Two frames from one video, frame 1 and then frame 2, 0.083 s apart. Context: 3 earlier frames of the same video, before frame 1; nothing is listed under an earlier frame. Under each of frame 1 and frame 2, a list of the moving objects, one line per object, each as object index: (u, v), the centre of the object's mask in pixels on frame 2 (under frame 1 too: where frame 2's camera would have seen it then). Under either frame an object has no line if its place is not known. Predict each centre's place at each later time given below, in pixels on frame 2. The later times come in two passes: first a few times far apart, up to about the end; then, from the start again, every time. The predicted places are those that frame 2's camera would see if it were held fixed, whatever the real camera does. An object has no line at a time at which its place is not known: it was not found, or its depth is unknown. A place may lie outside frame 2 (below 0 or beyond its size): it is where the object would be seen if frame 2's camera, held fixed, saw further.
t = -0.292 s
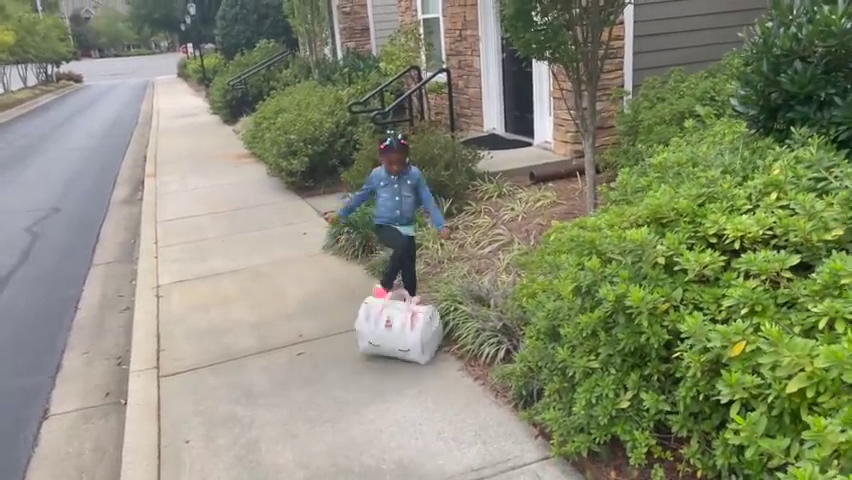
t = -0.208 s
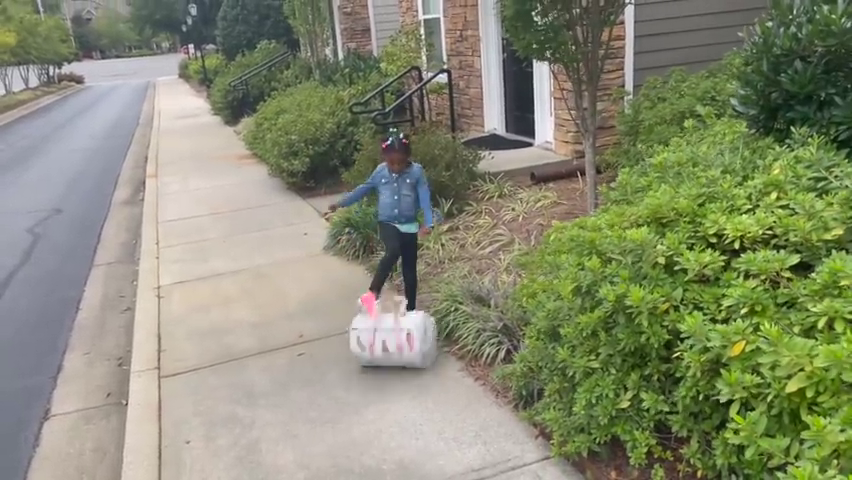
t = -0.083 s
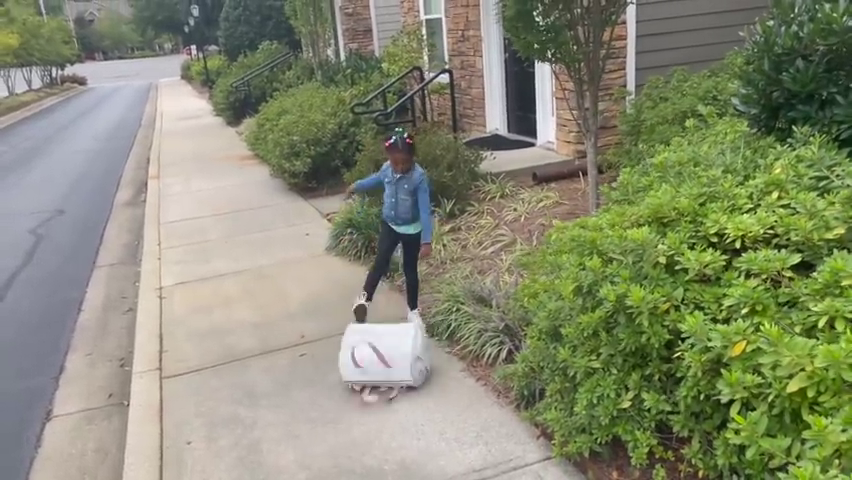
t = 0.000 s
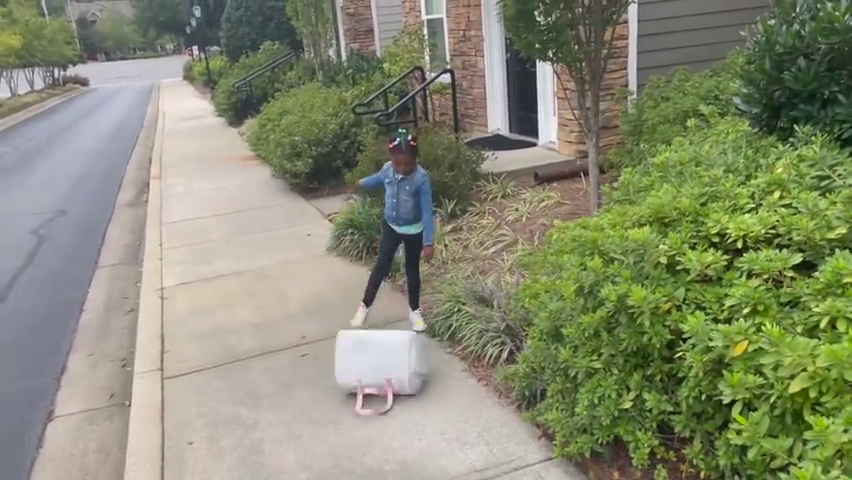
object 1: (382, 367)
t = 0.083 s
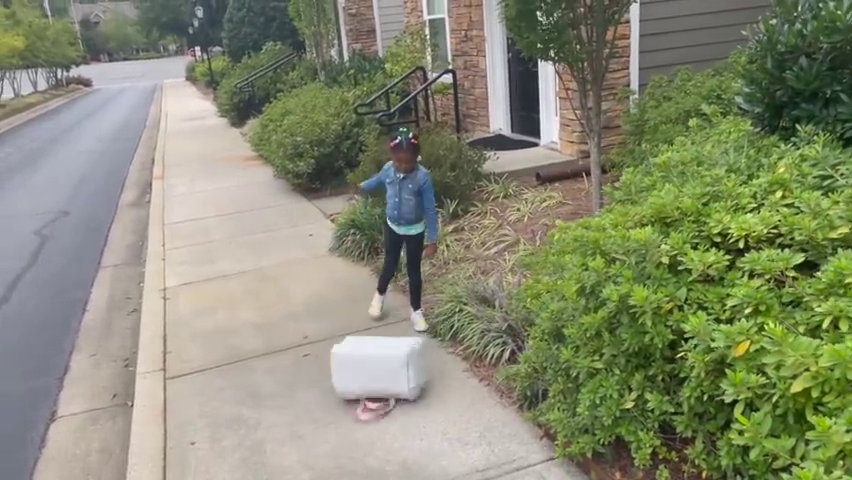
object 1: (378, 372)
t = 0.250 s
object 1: (372, 378)
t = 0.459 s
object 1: (363, 400)
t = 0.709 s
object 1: (359, 400)
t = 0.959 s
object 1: (363, 397)
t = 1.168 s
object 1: (362, 399)
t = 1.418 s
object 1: (362, 399)
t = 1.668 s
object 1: (361, 401)
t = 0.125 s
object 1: (376, 370)
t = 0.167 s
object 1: (374, 374)
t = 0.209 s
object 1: (373, 376)
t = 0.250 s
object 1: (372, 378)
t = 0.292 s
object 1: (369, 382)
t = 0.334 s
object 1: (366, 386)
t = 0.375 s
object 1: (365, 391)
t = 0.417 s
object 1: (363, 397)
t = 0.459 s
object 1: (363, 400)
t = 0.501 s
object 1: (362, 400)
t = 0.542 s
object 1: (361, 400)
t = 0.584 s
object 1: (360, 400)
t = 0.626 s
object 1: (359, 400)
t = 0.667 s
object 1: (360, 400)
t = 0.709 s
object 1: (359, 400)
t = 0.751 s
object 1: (360, 400)
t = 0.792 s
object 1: (361, 400)
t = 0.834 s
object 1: (362, 400)
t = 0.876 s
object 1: (363, 399)
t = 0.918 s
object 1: (363, 398)
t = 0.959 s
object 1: (363, 397)
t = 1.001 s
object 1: (363, 396)
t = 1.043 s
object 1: (363, 397)
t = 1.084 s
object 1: (363, 397)
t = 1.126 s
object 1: (362, 398)
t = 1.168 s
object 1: (362, 399)
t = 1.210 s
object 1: (362, 399)
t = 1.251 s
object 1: (362, 399)
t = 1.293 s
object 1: (361, 399)
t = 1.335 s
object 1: (361, 399)
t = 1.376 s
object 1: (362, 399)
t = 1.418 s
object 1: (362, 399)
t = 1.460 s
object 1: (362, 399)
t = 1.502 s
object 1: (362, 400)
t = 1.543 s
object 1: (362, 400)
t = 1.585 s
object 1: (362, 400)
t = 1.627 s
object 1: (362, 400)
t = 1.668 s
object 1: (361, 401)
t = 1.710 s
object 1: (361, 401)
